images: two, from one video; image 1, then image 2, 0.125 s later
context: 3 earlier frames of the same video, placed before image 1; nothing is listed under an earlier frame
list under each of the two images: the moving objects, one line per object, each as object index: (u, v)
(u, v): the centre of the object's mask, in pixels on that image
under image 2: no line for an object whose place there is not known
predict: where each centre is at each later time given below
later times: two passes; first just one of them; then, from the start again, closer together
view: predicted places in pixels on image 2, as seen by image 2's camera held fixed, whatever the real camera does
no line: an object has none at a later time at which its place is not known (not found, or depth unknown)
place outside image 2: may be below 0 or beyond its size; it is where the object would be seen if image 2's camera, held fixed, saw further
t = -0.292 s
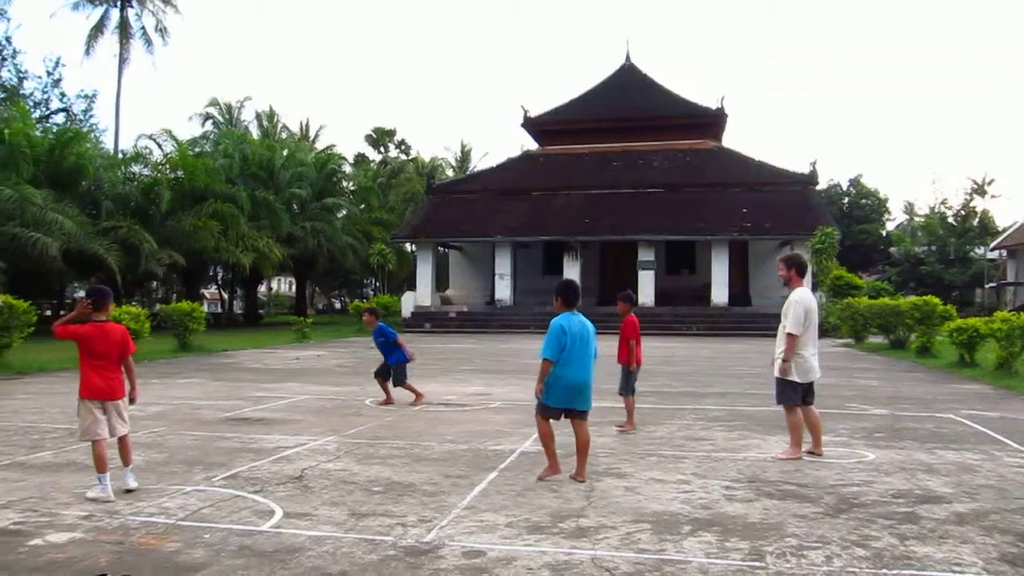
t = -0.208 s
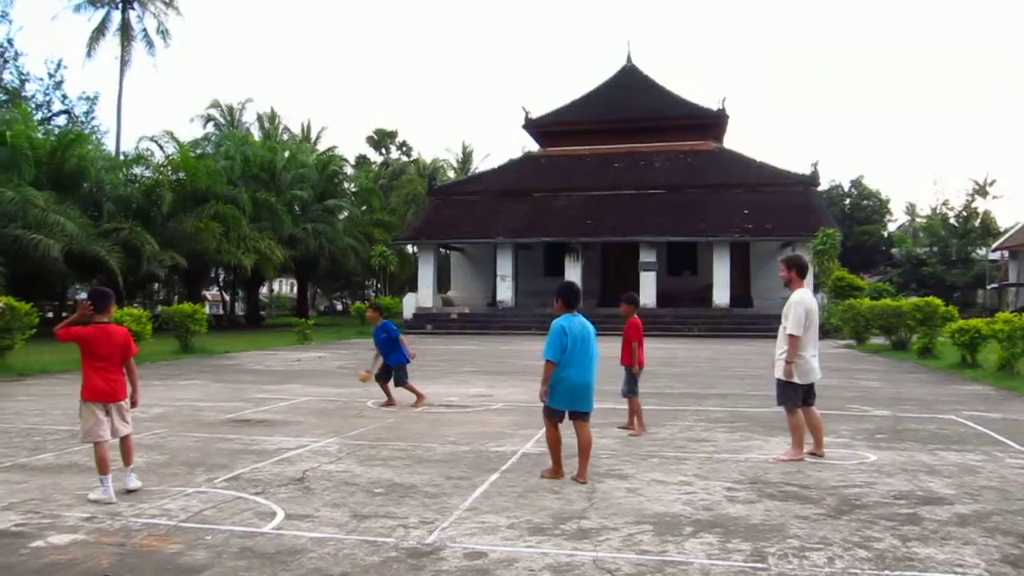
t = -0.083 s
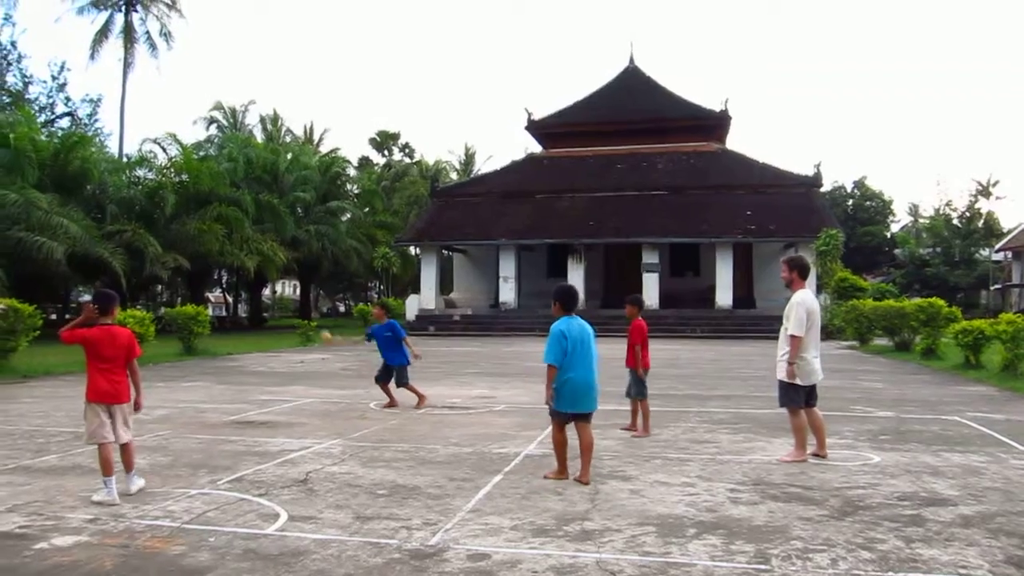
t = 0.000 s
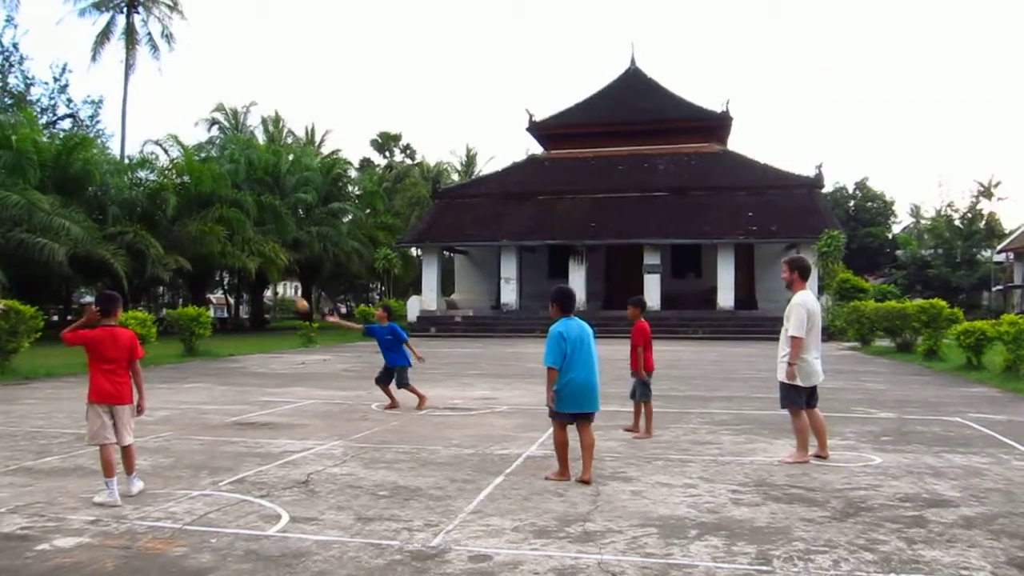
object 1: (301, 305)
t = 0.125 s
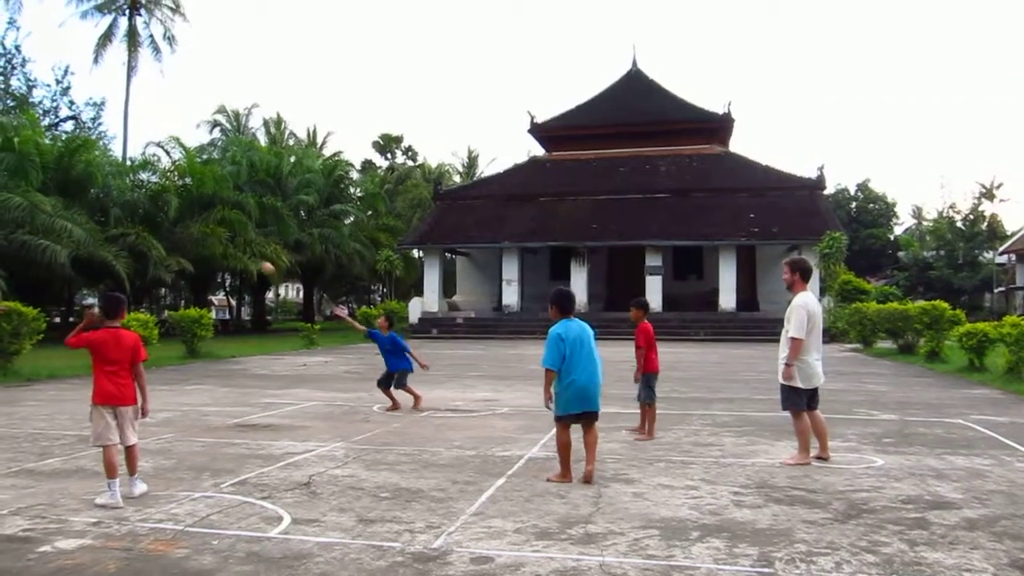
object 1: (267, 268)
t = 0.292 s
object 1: (217, 236)
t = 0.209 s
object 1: (242, 249)
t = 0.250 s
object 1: (229, 241)
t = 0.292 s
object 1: (217, 236)
